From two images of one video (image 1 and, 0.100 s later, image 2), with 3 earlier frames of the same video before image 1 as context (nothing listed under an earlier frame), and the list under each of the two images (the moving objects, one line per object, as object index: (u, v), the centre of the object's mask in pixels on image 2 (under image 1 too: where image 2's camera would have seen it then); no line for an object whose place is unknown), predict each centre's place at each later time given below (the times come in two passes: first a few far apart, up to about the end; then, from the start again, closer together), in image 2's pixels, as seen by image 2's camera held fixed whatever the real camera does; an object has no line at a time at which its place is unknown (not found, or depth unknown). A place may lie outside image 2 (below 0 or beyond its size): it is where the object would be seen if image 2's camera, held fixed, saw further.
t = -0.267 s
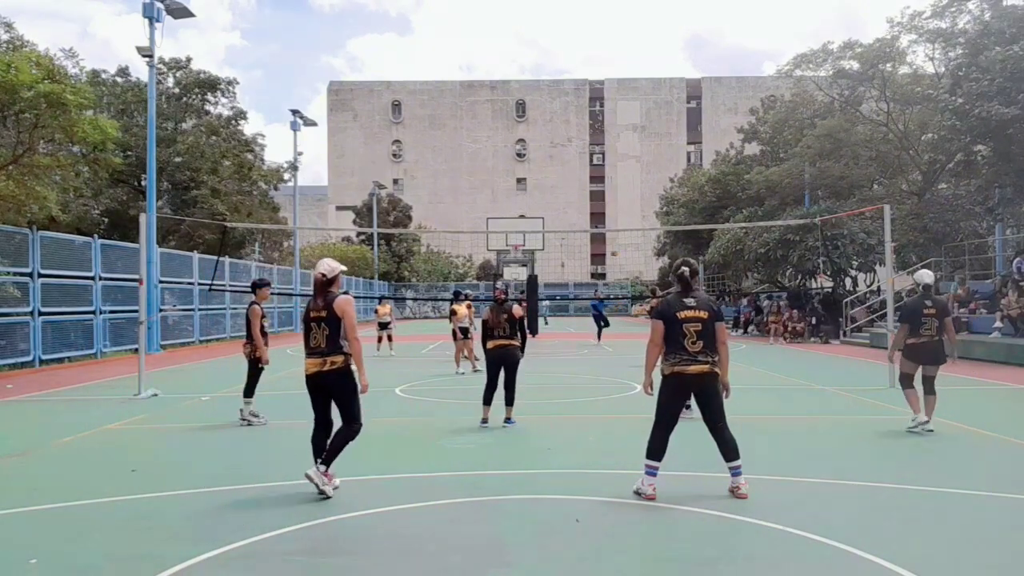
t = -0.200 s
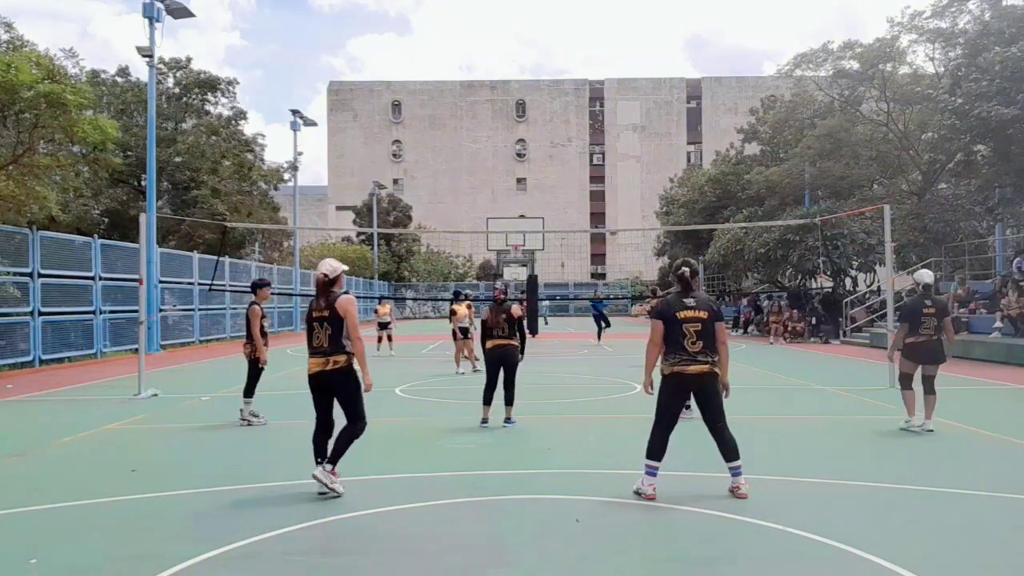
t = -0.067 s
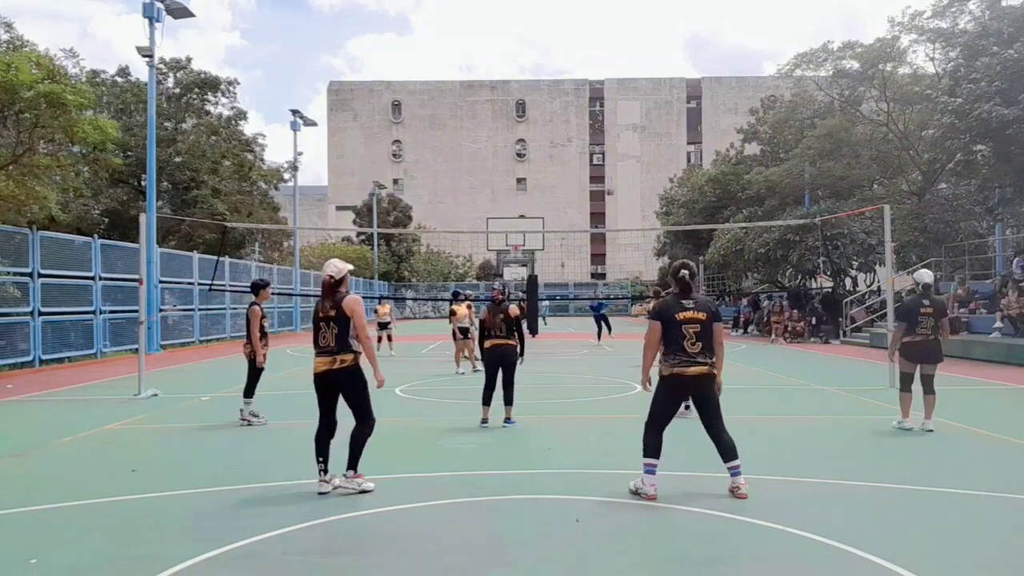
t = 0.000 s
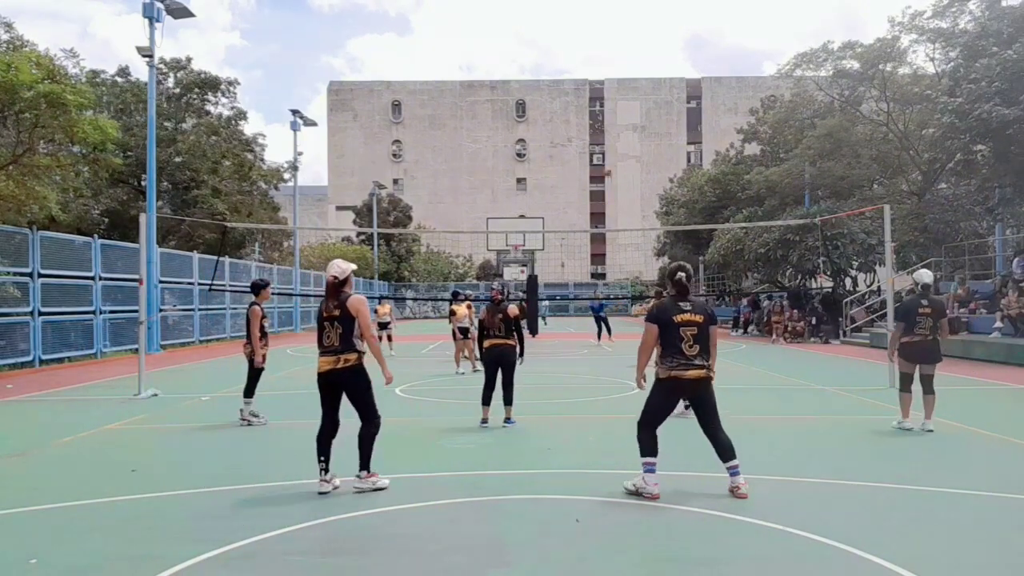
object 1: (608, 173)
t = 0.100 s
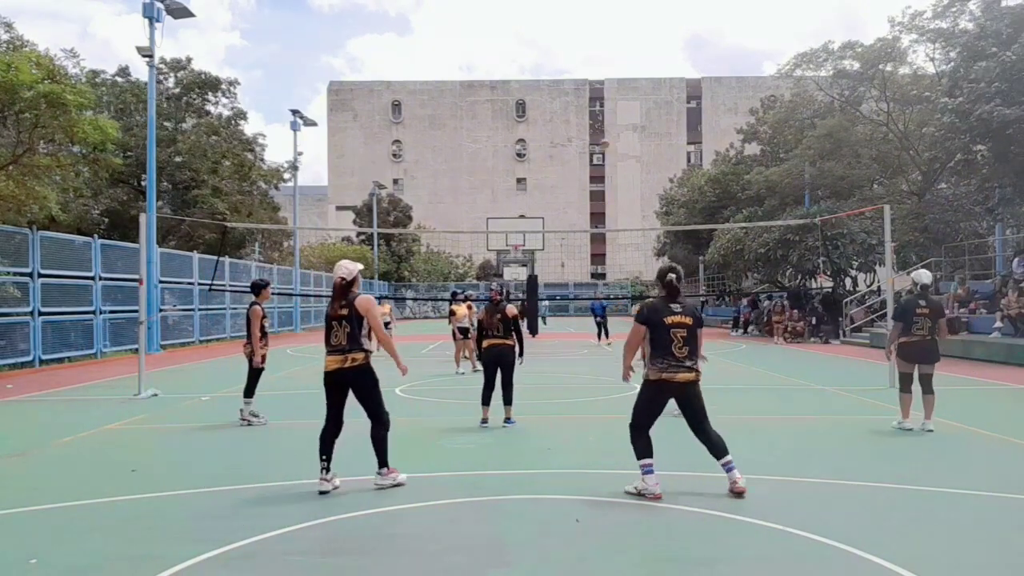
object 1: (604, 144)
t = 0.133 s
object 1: (604, 134)
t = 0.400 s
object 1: (592, 69)
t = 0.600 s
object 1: (580, 34)
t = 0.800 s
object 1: (564, 16)
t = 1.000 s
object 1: (545, 26)
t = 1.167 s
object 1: (520, 75)
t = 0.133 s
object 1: (604, 134)
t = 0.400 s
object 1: (592, 69)
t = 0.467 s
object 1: (589, 56)
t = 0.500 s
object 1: (587, 50)
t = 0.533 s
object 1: (585, 44)
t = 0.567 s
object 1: (583, 39)
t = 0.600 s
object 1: (580, 34)
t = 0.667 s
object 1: (576, 26)
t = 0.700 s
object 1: (573, 23)
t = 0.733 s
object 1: (570, 20)
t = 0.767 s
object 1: (567, 18)
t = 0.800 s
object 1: (564, 16)
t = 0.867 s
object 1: (558, 16)
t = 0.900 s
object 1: (555, 17)
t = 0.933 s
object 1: (552, 19)
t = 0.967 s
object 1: (548, 22)
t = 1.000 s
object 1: (545, 26)
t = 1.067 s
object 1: (533, 44)
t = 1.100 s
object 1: (529, 53)
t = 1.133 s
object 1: (524, 64)
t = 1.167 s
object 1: (520, 75)
